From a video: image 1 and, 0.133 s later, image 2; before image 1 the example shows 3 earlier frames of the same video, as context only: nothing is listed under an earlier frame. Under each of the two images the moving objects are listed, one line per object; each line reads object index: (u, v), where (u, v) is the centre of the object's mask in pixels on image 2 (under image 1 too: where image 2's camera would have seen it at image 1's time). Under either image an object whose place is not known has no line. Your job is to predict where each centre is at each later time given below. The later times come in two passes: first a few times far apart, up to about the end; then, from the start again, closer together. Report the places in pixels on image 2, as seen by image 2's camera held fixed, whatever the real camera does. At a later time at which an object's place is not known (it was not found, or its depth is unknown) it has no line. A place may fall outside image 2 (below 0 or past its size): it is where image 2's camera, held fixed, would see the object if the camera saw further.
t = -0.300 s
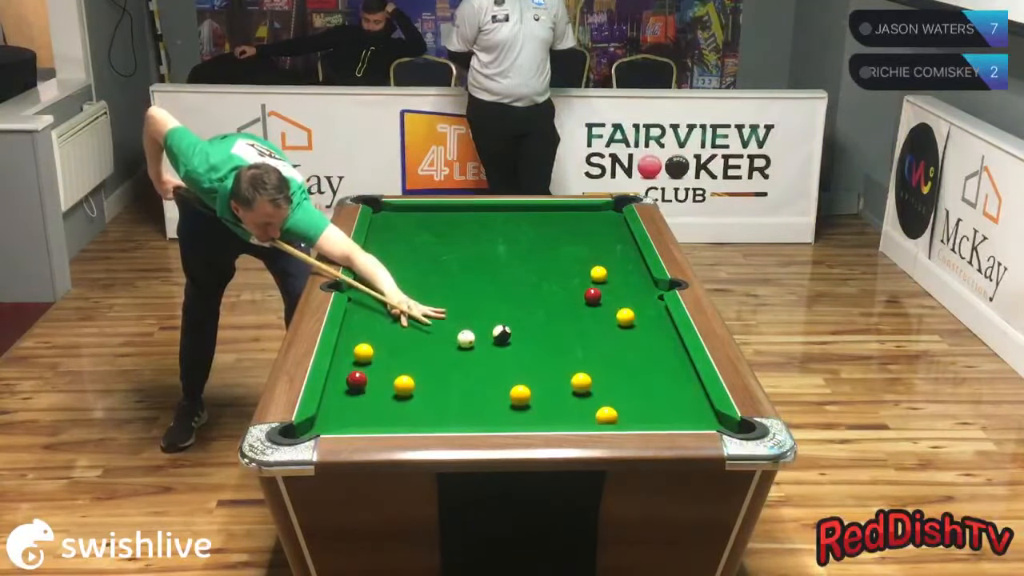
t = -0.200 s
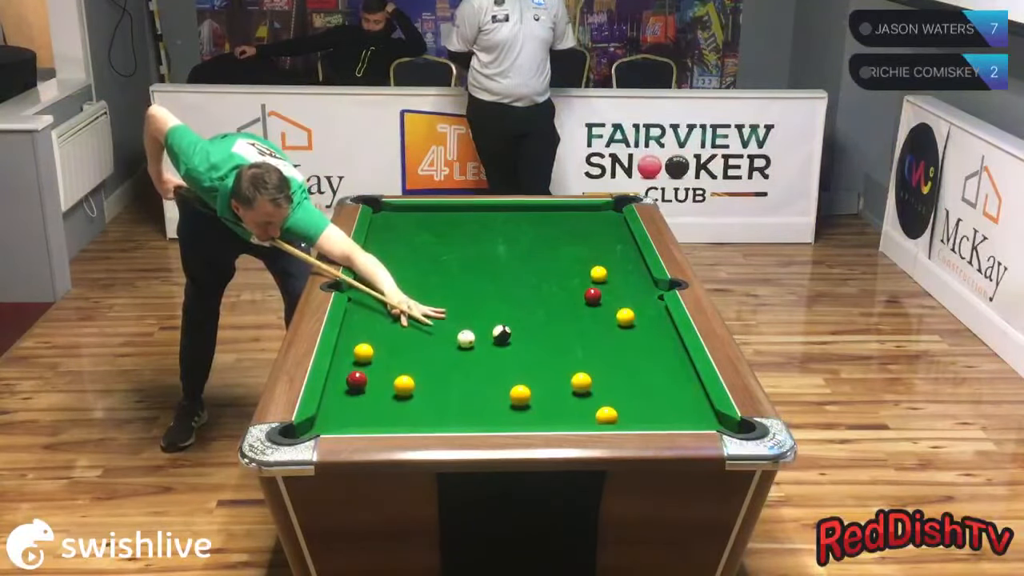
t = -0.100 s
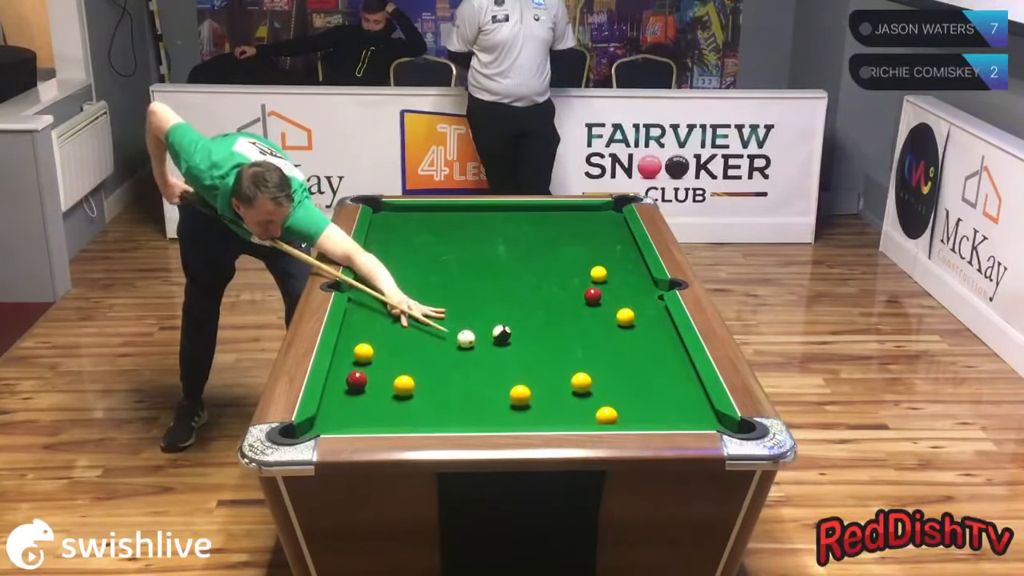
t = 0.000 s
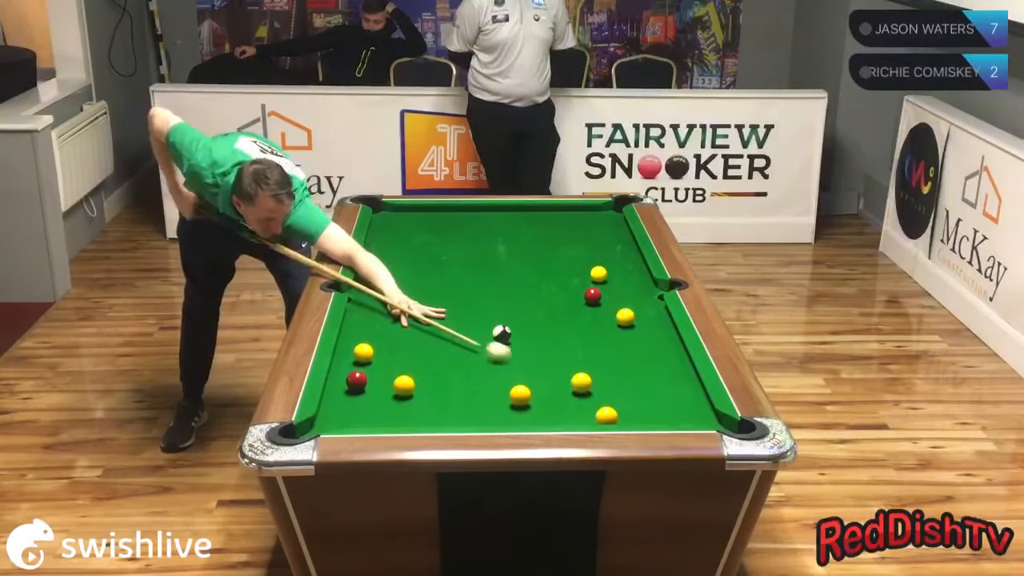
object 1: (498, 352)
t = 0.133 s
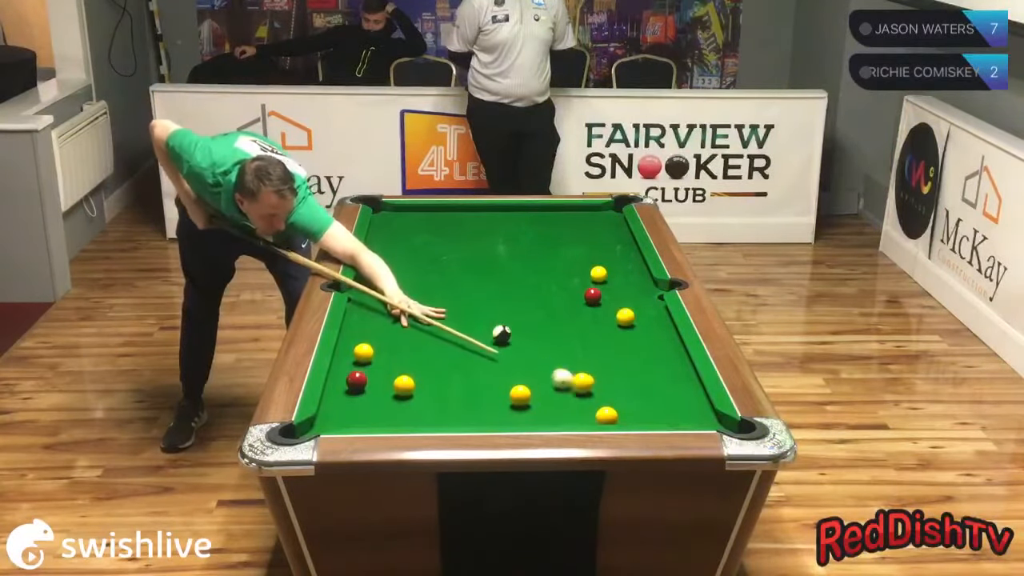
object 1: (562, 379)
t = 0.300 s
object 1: (554, 386)
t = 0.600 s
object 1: (542, 397)
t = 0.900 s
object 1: (531, 409)
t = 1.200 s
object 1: (520, 416)
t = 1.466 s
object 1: (511, 421)
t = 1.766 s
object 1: (504, 417)
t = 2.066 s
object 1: (499, 415)
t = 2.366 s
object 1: (496, 414)
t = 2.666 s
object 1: (494, 414)
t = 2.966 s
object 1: (494, 413)
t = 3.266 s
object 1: (494, 413)
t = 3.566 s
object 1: (494, 413)
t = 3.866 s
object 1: (494, 412)
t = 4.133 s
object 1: (494, 412)
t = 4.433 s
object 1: (494, 413)
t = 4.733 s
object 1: (494, 413)
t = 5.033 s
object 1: (494, 413)
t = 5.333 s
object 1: (494, 413)
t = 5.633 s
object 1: (494, 413)
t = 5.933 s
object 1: (494, 413)
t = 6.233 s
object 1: (494, 413)
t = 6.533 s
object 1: (494, 413)
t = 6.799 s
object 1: (494, 413)
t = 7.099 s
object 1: (494, 413)
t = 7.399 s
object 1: (494, 413)
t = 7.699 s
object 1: (494, 413)
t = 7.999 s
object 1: (494, 413)
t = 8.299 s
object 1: (494, 413)
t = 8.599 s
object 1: (494, 413)
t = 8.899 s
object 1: (494, 413)
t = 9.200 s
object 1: (494, 413)
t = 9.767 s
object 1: (495, 412)
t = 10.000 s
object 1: (494, 412)
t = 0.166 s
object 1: (560, 380)
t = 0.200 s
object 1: (558, 382)
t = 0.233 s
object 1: (557, 383)
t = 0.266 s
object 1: (556, 385)
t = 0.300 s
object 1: (554, 386)
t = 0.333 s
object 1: (553, 387)
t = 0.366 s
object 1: (552, 389)
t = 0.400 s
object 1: (550, 390)
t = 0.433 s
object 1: (549, 391)
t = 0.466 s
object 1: (548, 393)
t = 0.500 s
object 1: (546, 393)
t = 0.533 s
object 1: (545, 395)
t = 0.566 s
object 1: (544, 397)
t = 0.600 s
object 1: (542, 397)
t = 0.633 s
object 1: (541, 399)
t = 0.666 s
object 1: (540, 400)
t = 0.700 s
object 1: (538, 401)
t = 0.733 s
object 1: (537, 403)
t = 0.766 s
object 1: (536, 404)
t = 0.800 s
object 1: (535, 405)
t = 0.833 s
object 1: (534, 407)
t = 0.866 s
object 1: (532, 408)
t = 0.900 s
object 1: (531, 409)
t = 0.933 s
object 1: (529, 410)
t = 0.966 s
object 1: (528, 411)
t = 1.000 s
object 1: (527, 412)
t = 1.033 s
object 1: (526, 414)
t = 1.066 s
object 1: (525, 414)
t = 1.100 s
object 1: (523, 415)
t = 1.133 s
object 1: (522, 415)
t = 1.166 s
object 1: (521, 416)
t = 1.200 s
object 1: (520, 416)
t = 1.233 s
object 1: (519, 417)
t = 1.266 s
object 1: (518, 418)
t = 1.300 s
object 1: (516, 419)
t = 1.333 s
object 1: (515, 420)
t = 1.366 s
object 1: (514, 420)
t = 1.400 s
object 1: (513, 421)
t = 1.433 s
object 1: (512, 421)
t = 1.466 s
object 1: (511, 421)
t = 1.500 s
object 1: (510, 420)
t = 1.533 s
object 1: (509, 420)
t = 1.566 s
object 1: (509, 419)
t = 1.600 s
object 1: (508, 419)
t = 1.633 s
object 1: (507, 418)
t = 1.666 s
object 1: (507, 418)
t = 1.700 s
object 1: (506, 418)
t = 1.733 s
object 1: (505, 417)
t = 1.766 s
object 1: (504, 417)
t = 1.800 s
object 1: (504, 417)
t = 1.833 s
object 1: (504, 417)
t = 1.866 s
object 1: (503, 416)
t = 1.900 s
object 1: (502, 416)
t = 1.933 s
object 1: (502, 416)
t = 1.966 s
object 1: (501, 416)
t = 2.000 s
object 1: (500, 416)
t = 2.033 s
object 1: (500, 416)
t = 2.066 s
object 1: (499, 415)
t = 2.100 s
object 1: (499, 415)
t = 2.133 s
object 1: (499, 415)
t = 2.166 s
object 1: (498, 415)
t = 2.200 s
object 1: (498, 415)
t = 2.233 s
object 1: (498, 415)
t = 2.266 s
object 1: (497, 415)
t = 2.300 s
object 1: (497, 415)
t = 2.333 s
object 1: (497, 415)
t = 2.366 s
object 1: (496, 414)
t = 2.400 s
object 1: (496, 414)
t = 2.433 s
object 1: (496, 414)
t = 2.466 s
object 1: (495, 414)
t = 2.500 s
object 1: (495, 414)
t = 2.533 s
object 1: (495, 414)
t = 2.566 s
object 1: (495, 414)
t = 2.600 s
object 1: (494, 414)
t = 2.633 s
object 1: (494, 414)
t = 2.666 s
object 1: (494, 414)
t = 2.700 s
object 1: (494, 413)
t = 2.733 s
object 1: (494, 413)
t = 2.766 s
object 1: (494, 413)
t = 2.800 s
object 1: (494, 413)
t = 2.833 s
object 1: (494, 413)
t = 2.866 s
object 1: (494, 413)
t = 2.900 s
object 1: (494, 413)
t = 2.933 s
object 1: (494, 413)
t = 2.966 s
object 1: (494, 413)
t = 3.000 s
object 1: (494, 413)
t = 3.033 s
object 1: (494, 413)
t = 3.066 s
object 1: (494, 413)
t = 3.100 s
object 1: (494, 413)
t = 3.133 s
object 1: (494, 413)
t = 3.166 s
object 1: (494, 413)
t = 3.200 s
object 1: (494, 413)
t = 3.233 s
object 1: (494, 413)
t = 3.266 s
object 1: (494, 413)
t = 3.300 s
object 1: (494, 413)
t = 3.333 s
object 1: (494, 413)
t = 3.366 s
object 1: (494, 413)
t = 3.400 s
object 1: (494, 413)
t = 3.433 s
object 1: (494, 413)
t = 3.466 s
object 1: (494, 413)
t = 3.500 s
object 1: (494, 413)
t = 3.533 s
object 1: (494, 413)
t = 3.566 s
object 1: (494, 413)
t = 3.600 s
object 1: (494, 413)
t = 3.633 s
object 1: (494, 413)
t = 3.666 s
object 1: (494, 413)
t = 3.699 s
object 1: (494, 413)
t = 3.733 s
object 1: (494, 413)
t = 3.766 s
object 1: (494, 413)
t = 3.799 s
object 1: (494, 413)
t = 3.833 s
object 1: (494, 413)
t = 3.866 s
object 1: (494, 412)
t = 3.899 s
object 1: (494, 412)
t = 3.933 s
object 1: (494, 413)
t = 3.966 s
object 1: (494, 412)
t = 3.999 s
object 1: (494, 413)
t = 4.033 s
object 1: (494, 412)
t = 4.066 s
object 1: (494, 412)
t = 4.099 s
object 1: (494, 412)
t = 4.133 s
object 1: (494, 412)
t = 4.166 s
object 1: (494, 412)
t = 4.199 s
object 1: (494, 412)
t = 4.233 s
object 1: (494, 412)
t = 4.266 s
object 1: (494, 412)
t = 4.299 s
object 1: (494, 413)
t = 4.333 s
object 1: (494, 413)
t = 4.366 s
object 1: (494, 413)
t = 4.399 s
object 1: (494, 413)
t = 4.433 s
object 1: (494, 413)
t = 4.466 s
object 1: (494, 412)
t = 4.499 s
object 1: (494, 413)
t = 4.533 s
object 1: (494, 413)
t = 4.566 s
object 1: (494, 413)
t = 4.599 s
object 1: (494, 413)
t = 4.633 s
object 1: (494, 413)
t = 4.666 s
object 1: (494, 413)
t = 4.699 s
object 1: (494, 413)
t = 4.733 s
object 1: (494, 413)
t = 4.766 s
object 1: (494, 413)
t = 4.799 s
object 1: (494, 413)
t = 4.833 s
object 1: (494, 412)
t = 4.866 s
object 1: (494, 412)
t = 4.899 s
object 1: (494, 412)
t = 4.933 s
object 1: (494, 412)
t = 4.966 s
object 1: (494, 413)
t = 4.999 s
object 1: (494, 412)
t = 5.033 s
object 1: (494, 413)
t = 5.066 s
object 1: (494, 412)
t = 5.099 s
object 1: (494, 413)
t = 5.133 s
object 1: (494, 413)
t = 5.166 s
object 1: (494, 413)
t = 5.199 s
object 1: (494, 413)
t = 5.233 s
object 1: (494, 413)
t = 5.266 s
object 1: (494, 413)
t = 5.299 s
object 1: (494, 413)
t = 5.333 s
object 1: (494, 413)
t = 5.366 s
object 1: (494, 413)
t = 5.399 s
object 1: (494, 413)
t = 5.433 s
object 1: (494, 413)
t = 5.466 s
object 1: (494, 413)
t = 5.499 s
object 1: (494, 413)
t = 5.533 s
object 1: (494, 413)
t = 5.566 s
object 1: (494, 413)
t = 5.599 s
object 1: (494, 413)
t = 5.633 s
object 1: (494, 413)
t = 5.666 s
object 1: (494, 413)
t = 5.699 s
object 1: (494, 413)
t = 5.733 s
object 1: (494, 413)
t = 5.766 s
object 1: (494, 413)
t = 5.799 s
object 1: (494, 413)
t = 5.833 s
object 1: (494, 412)
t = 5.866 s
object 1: (494, 413)
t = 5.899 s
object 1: (494, 413)
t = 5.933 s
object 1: (494, 413)
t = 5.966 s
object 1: (494, 413)
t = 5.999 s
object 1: (494, 413)
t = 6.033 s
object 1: (494, 413)
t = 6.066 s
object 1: (494, 413)
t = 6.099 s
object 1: (494, 413)
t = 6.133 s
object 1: (494, 413)
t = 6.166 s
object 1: (494, 413)
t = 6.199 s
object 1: (494, 413)
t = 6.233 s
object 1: (494, 413)
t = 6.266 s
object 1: (494, 413)
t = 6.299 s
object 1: (494, 413)
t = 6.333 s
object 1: (494, 413)
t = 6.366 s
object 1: (494, 413)
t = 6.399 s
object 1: (494, 413)
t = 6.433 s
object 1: (494, 413)
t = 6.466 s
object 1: (494, 413)
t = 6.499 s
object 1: (494, 413)
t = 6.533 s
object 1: (494, 413)
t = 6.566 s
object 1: (494, 413)
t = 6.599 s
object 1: (494, 413)
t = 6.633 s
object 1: (494, 413)
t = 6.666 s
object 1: (494, 413)
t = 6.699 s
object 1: (494, 413)
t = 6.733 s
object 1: (494, 413)
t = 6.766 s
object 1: (494, 413)
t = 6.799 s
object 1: (494, 413)
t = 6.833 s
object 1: (494, 413)
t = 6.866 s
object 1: (494, 413)
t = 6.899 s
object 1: (494, 413)
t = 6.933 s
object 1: (494, 413)
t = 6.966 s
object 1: (494, 413)
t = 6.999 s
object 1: (494, 413)
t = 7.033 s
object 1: (494, 413)
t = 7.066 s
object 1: (494, 413)
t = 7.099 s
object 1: (494, 413)
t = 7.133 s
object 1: (494, 413)
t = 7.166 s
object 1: (494, 413)
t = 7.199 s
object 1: (494, 413)
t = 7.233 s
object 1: (494, 413)
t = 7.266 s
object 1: (494, 413)
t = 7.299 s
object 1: (494, 413)
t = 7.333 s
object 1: (494, 413)
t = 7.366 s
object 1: (494, 413)
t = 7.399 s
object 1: (494, 413)
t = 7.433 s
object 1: (494, 413)
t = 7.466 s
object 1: (494, 413)
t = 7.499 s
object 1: (494, 413)
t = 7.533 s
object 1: (494, 413)
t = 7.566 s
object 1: (494, 413)
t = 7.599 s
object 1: (494, 413)
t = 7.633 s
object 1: (494, 413)
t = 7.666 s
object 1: (494, 413)
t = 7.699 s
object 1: (494, 413)
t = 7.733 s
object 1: (494, 413)
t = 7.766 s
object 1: (494, 413)
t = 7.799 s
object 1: (494, 413)
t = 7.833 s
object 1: (494, 413)
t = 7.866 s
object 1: (494, 413)
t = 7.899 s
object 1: (494, 413)
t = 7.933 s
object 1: (494, 413)
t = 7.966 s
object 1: (494, 413)
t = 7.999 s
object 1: (494, 413)
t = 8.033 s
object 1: (494, 413)
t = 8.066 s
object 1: (494, 413)
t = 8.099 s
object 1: (494, 413)
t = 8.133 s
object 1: (494, 413)
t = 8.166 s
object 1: (494, 413)
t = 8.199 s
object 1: (494, 413)
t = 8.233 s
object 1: (494, 413)
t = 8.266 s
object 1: (494, 413)
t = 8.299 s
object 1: (494, 413)
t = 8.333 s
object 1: (494, 413)
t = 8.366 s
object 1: (494, 413)
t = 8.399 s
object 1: (494, 413)
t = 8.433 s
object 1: (494, 413)
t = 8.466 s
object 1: (494, 413)
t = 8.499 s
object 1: (494, 413)
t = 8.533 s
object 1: (494, 413)
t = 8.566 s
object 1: (494, 413)
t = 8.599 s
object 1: (494, 413)
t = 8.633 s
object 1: (494, 413)
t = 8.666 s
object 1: (494, 413)
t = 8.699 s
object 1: (494, 413)
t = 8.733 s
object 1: (494, 413)
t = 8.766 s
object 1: (494, 413)
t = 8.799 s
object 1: (494, 413)
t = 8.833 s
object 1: (494, 413)
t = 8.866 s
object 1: (494, 413)
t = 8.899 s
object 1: (494, 413)
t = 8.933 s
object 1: (494, 413)
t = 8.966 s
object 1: (494, 413)
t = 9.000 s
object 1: (494, 413)
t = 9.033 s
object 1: (494, 413)
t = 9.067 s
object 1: (495, 413)
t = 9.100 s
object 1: (493, 413)
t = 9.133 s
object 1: (494, 413)
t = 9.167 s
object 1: (494, 413)
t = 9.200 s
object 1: (494, 413)
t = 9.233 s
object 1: (498, 414)
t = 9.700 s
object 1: (494, 412)
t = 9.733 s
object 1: (494, 412)
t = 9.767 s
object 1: (495, 412)
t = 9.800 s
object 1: (494, 412)
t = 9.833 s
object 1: (494, 412)
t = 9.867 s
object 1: (494, 412)
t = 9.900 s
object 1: (494, 412)
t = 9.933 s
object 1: (494, 412)
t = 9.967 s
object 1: (494, 412)
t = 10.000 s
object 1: (494, 412)
